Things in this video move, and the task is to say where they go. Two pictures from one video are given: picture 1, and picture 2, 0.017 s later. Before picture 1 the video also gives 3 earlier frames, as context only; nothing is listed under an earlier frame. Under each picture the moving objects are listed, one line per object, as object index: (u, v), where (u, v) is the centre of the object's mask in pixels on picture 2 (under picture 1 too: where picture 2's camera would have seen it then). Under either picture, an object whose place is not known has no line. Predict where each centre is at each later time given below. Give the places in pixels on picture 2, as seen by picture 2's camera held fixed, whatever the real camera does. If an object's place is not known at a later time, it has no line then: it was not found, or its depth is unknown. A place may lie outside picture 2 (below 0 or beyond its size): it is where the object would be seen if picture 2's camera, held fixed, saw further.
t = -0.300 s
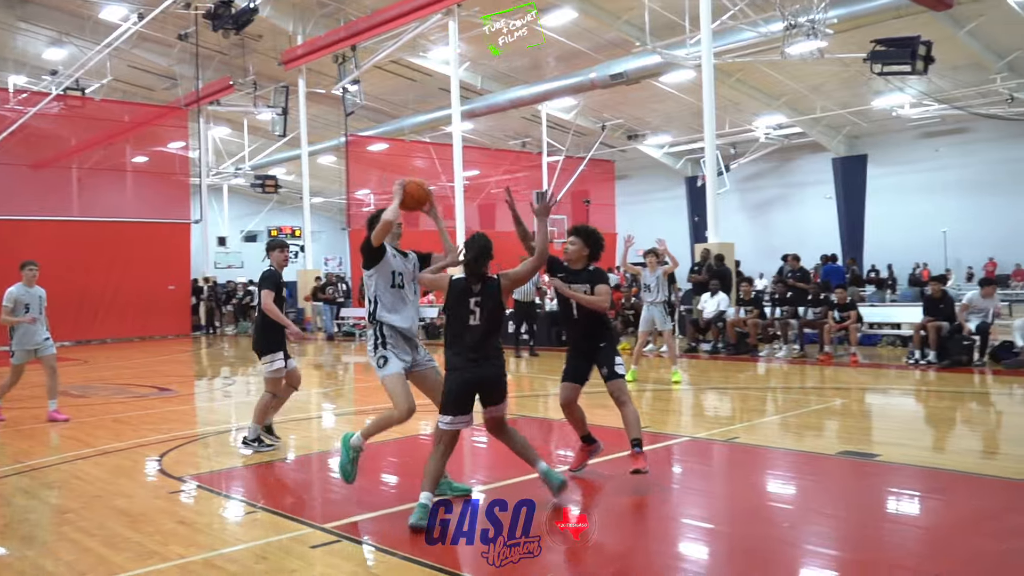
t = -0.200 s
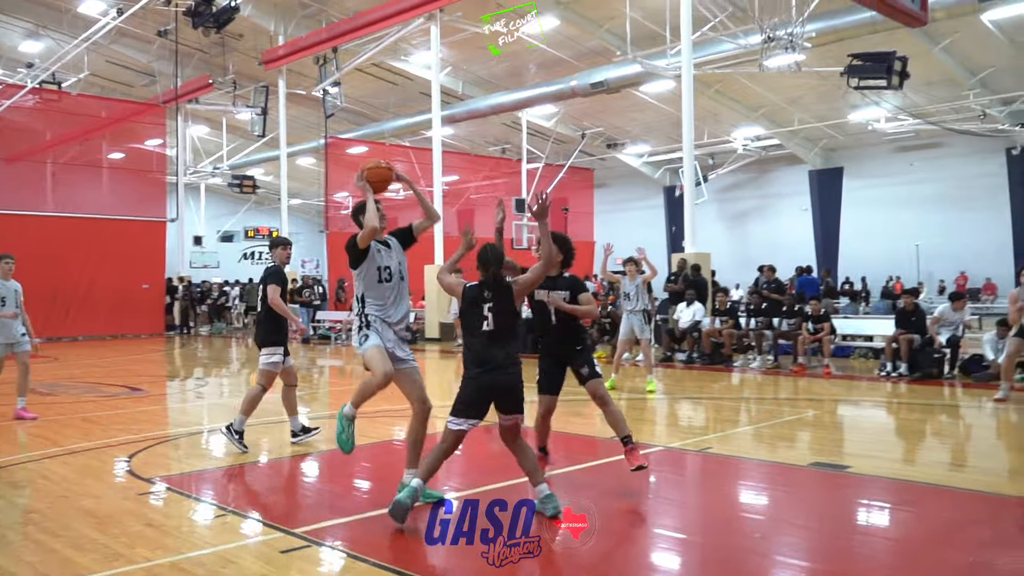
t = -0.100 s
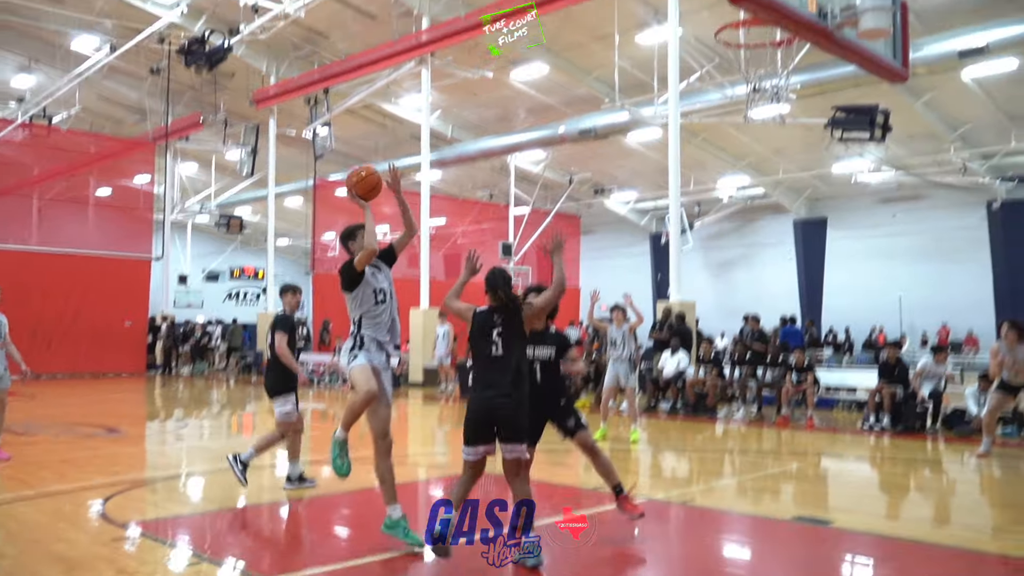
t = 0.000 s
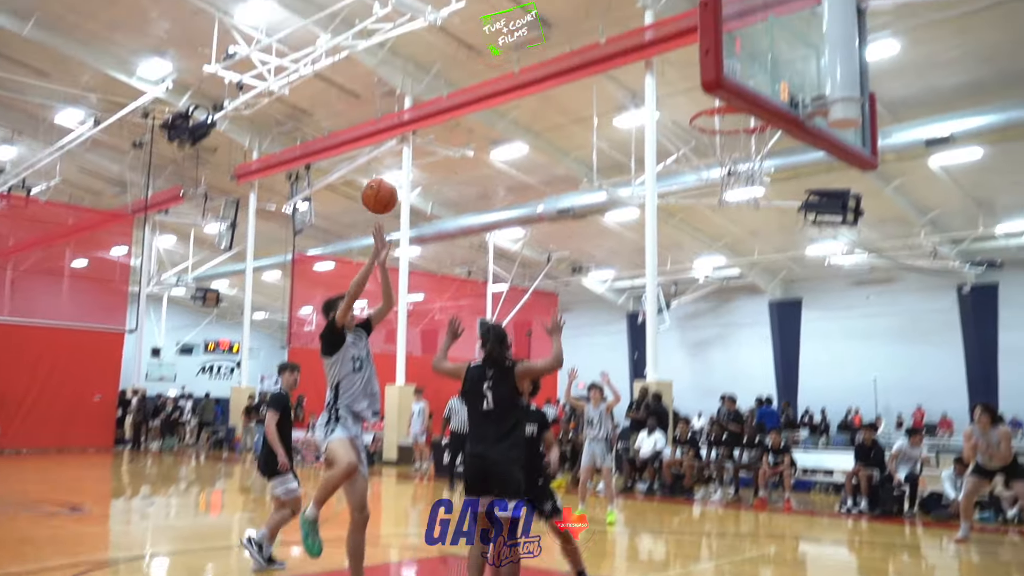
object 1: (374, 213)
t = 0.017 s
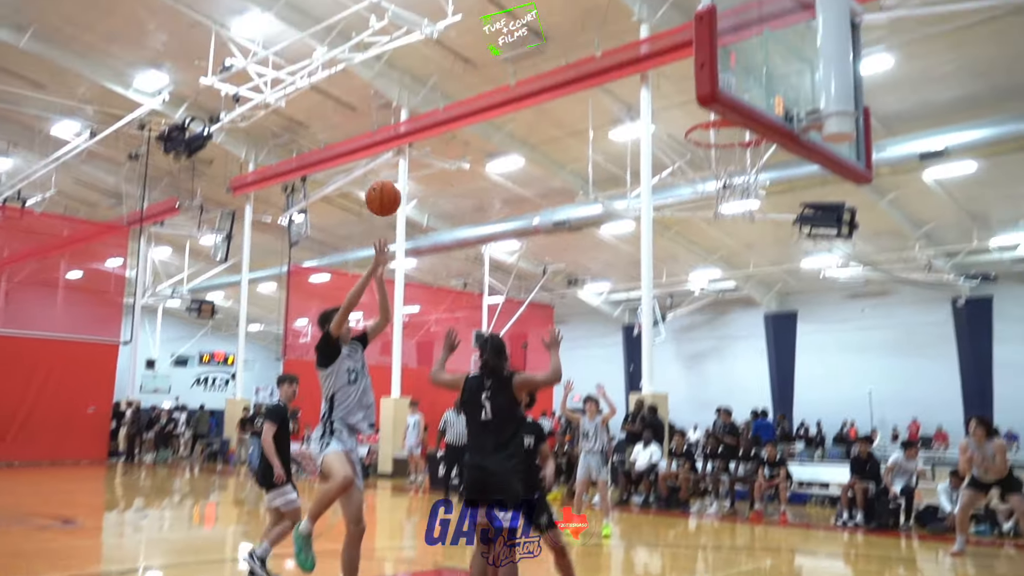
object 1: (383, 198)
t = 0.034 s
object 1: (392, 185)
